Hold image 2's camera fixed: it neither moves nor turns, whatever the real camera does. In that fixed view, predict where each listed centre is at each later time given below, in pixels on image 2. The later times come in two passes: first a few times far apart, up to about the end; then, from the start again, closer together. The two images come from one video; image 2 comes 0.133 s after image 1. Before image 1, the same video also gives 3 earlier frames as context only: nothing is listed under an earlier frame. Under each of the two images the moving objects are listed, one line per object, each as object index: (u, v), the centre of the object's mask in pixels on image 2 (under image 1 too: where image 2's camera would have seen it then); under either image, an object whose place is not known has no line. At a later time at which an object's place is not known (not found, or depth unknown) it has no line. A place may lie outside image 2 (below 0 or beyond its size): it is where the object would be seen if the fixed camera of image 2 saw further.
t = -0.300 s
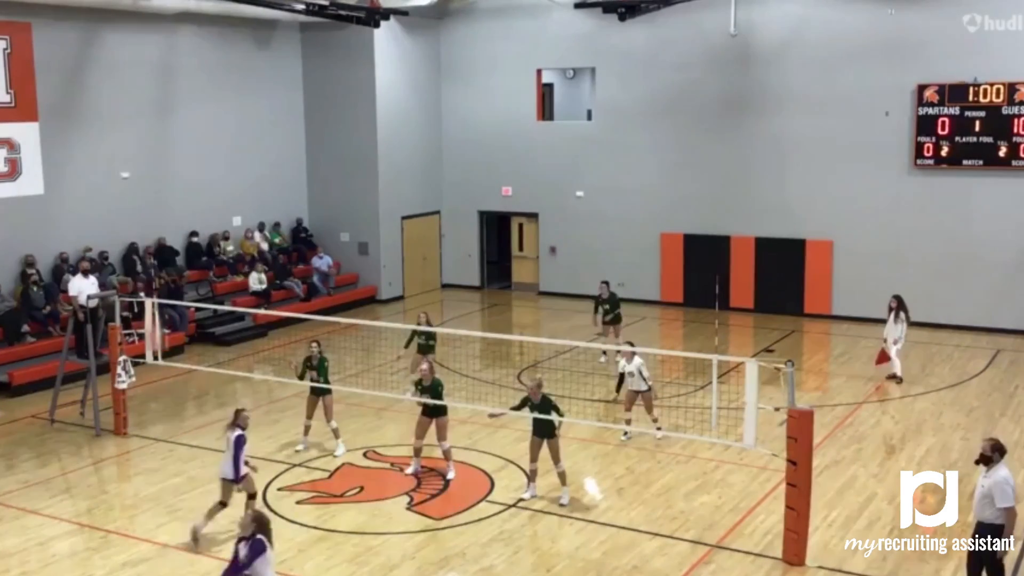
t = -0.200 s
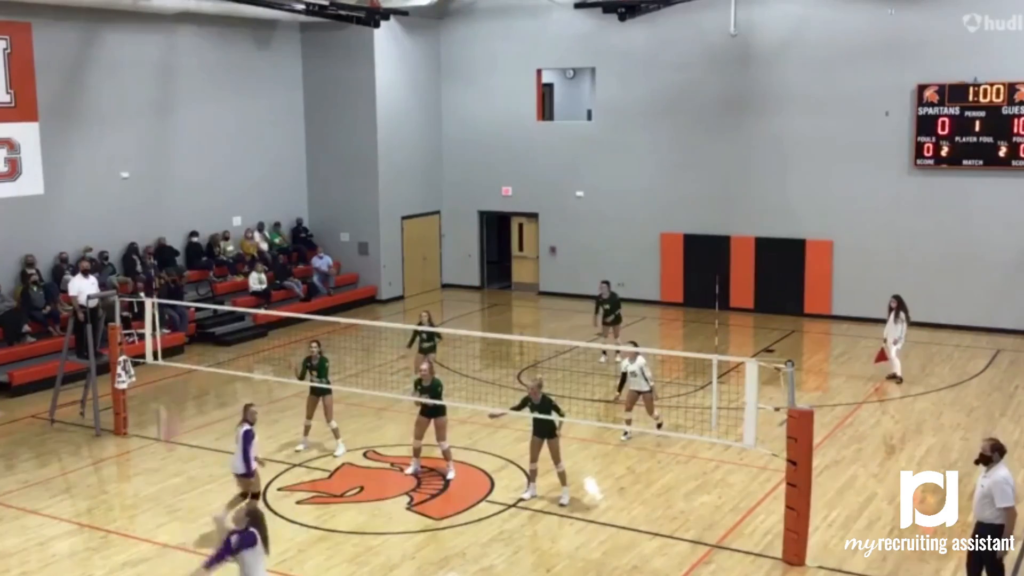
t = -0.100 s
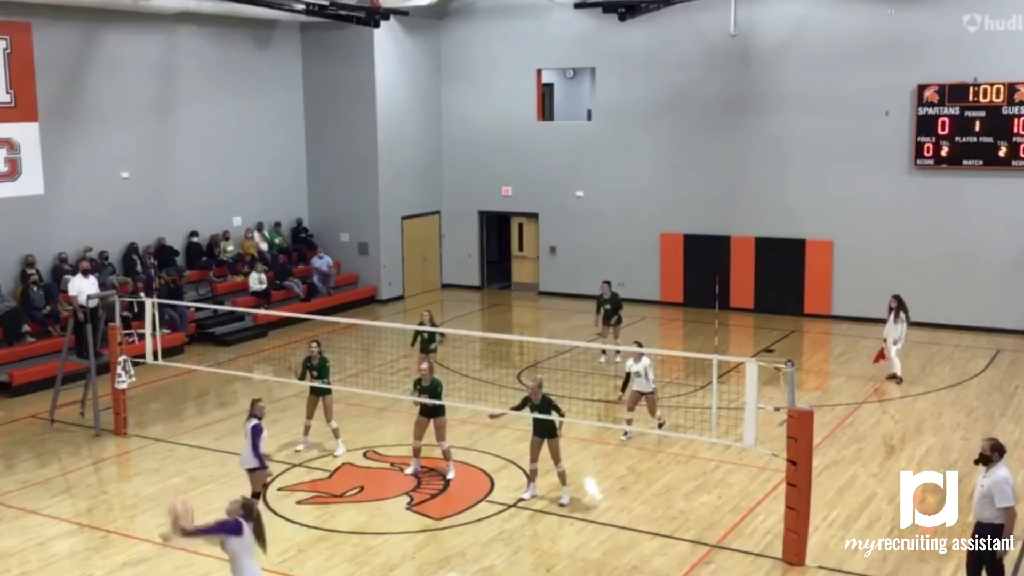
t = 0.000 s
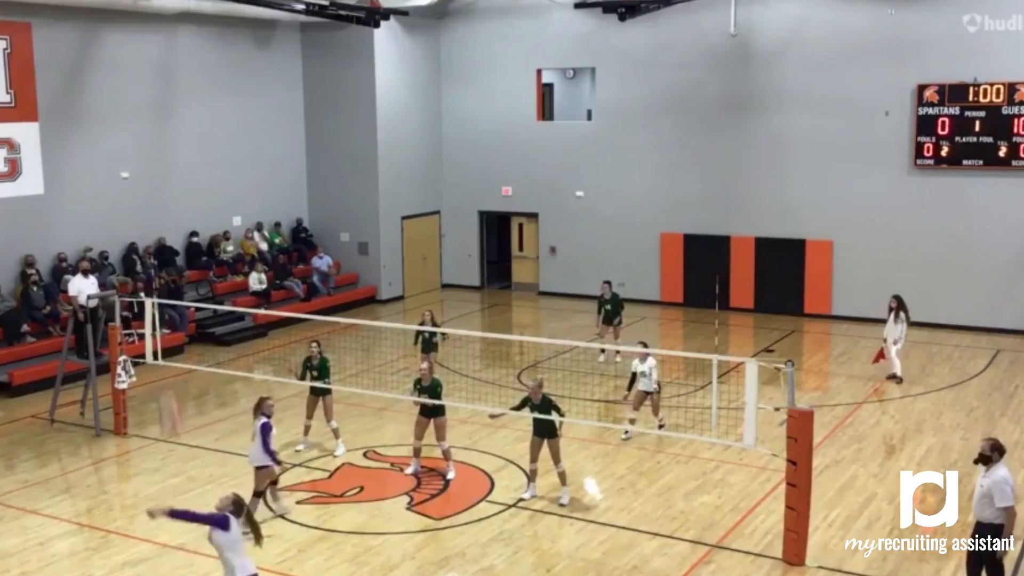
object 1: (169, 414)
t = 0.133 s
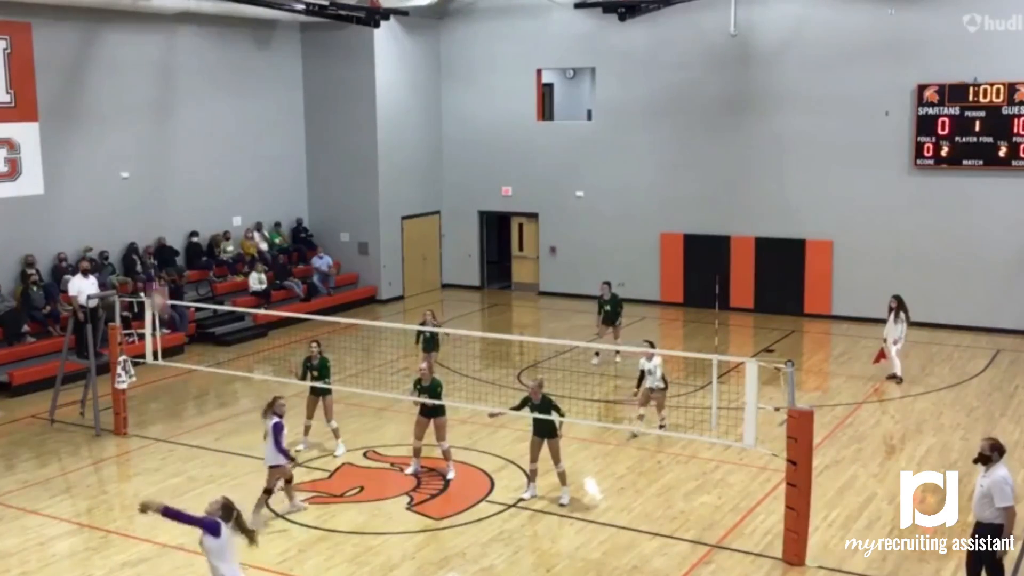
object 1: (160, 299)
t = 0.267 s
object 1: (149, 206)
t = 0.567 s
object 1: (128, 76)
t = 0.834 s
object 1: (120, 47)
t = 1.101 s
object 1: (117, 82)
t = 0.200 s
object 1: (153, 247)
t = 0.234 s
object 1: (152, 227)
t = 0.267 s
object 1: (149, 206)
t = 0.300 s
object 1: (145, 185)
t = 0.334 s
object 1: (141, 166)
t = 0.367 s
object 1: (141, 150)
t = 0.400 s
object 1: (139, 136)
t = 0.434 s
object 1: (136, 122)
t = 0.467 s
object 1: (136, 108)
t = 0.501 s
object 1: (132, 97)
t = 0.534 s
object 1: (130, 86)
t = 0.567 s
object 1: (128, 76)
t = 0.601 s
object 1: (128, 68)
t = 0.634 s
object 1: (127, 61)
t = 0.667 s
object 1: (125, 56)
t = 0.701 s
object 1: (124, 51)
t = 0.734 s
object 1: (124, 49)
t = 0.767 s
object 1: (122, 48)
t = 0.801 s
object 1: (121, 46)
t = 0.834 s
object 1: (120, 47)
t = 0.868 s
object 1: (120, 48)
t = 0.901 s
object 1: (119, 50)
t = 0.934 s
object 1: (119, 52)
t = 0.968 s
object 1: (119, 57)
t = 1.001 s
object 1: (118, 61)
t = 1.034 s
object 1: (118, 67)
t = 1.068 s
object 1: (117, 75)
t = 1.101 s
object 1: (117, 82)
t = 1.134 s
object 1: (117, 91)
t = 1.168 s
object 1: (118, 100)
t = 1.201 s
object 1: (118, 111)
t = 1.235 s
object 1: (118, 122)
